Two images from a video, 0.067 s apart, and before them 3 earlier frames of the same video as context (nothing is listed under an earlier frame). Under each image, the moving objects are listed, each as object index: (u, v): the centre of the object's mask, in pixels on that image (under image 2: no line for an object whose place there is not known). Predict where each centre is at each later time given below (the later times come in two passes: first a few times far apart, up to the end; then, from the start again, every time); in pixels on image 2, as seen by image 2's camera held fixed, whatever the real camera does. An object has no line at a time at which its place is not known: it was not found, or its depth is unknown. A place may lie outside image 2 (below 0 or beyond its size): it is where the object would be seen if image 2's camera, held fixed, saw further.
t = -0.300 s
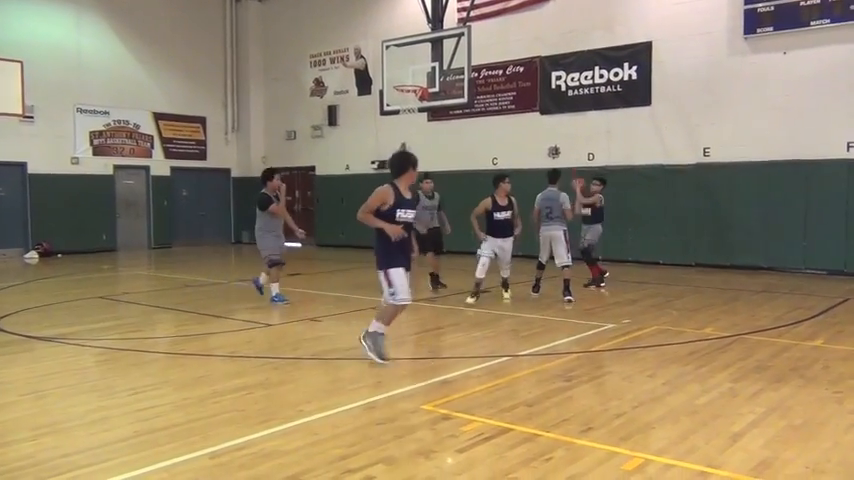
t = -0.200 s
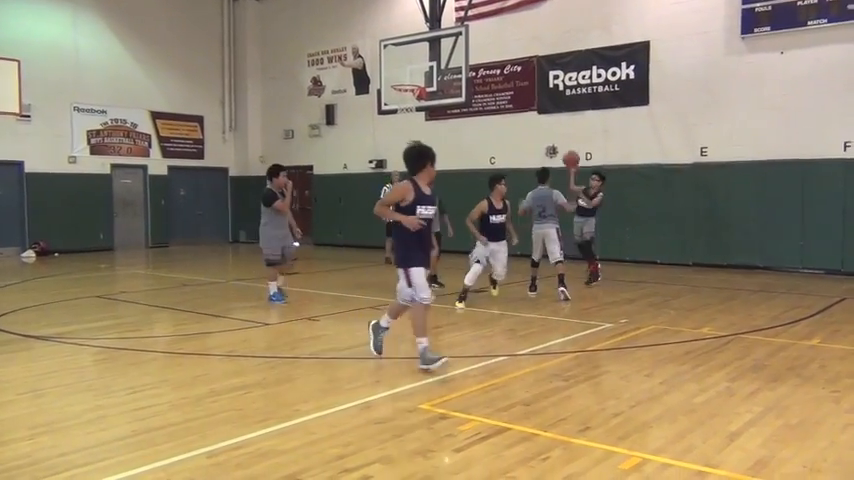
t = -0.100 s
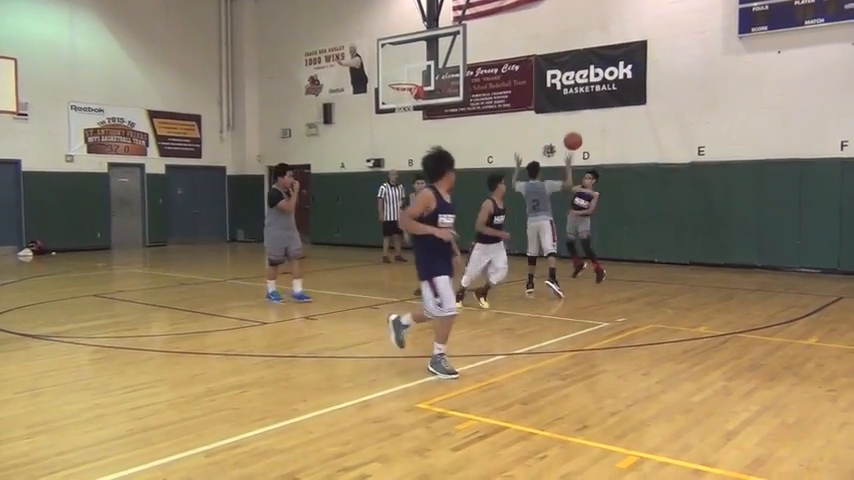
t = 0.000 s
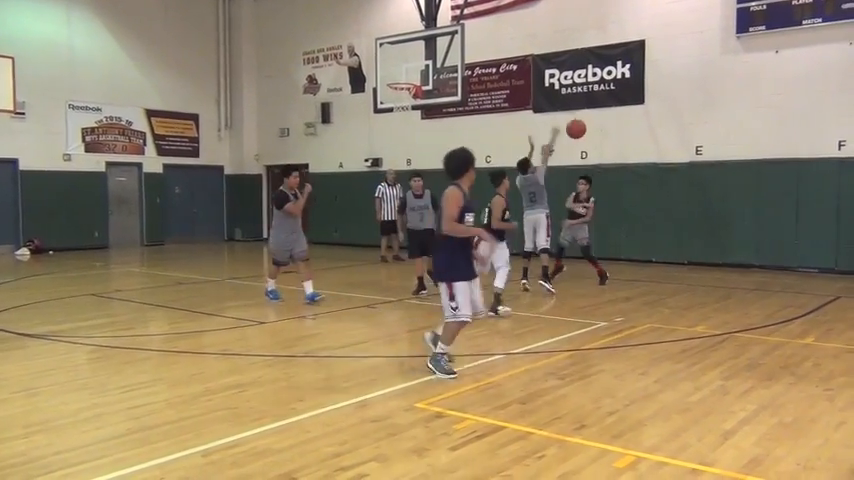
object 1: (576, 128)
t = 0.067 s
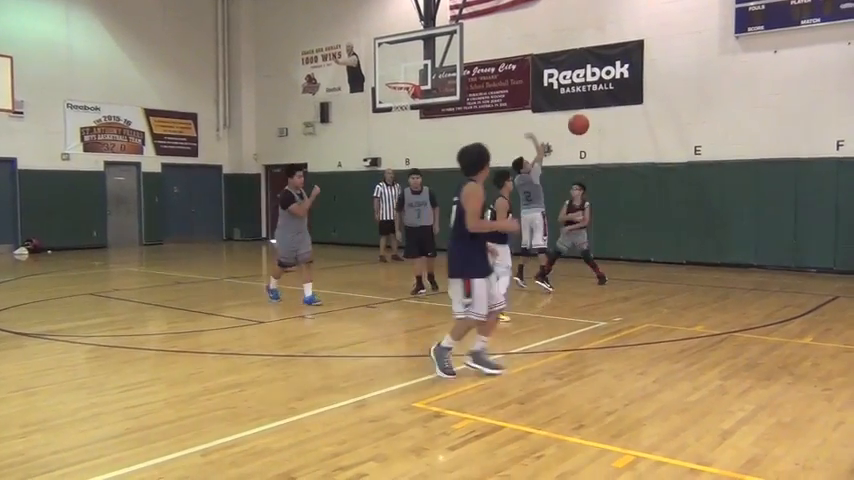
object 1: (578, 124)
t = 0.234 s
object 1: (590, 130)
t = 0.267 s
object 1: (593, 134)
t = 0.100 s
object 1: (580, 123)
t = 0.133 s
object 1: (583, 123)
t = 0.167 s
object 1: (585, 124)
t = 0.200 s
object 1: (587, 126)
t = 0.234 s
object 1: (590, 130)
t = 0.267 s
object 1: (593, 134)
